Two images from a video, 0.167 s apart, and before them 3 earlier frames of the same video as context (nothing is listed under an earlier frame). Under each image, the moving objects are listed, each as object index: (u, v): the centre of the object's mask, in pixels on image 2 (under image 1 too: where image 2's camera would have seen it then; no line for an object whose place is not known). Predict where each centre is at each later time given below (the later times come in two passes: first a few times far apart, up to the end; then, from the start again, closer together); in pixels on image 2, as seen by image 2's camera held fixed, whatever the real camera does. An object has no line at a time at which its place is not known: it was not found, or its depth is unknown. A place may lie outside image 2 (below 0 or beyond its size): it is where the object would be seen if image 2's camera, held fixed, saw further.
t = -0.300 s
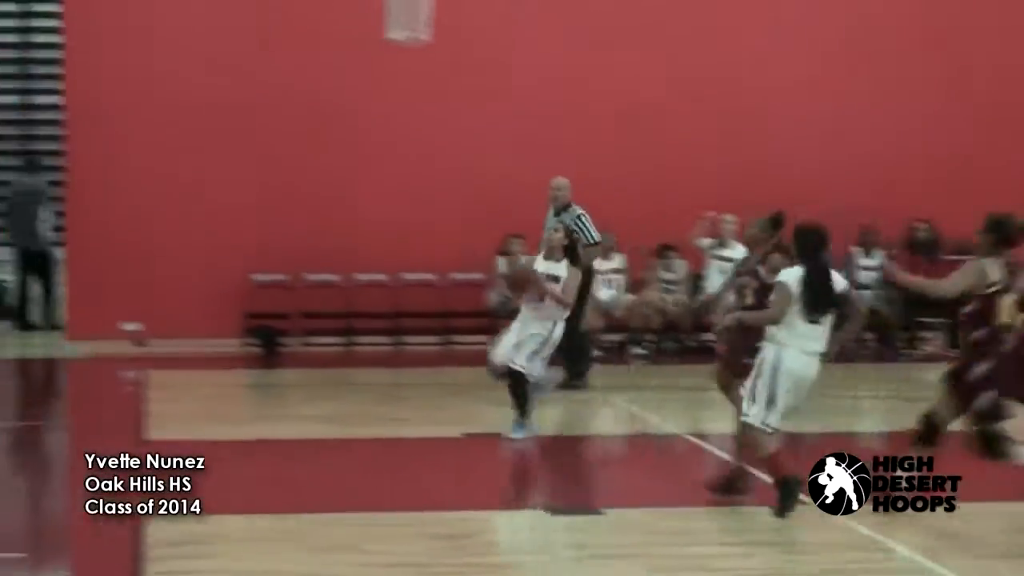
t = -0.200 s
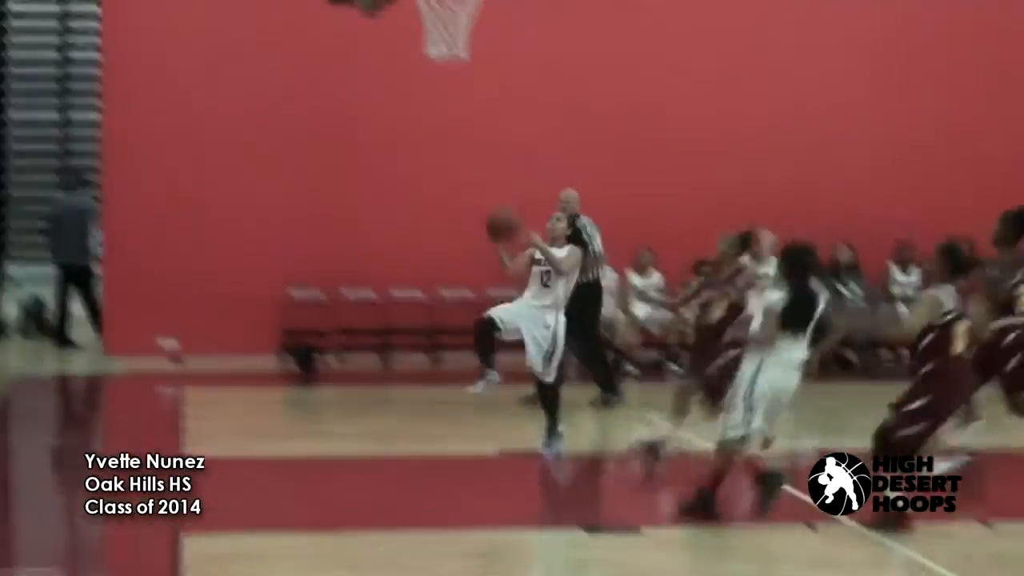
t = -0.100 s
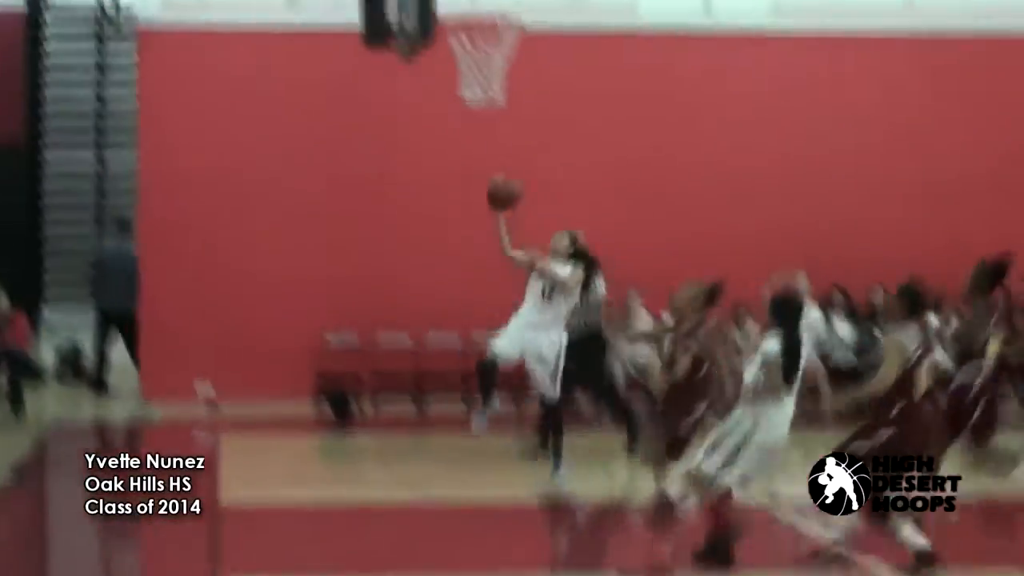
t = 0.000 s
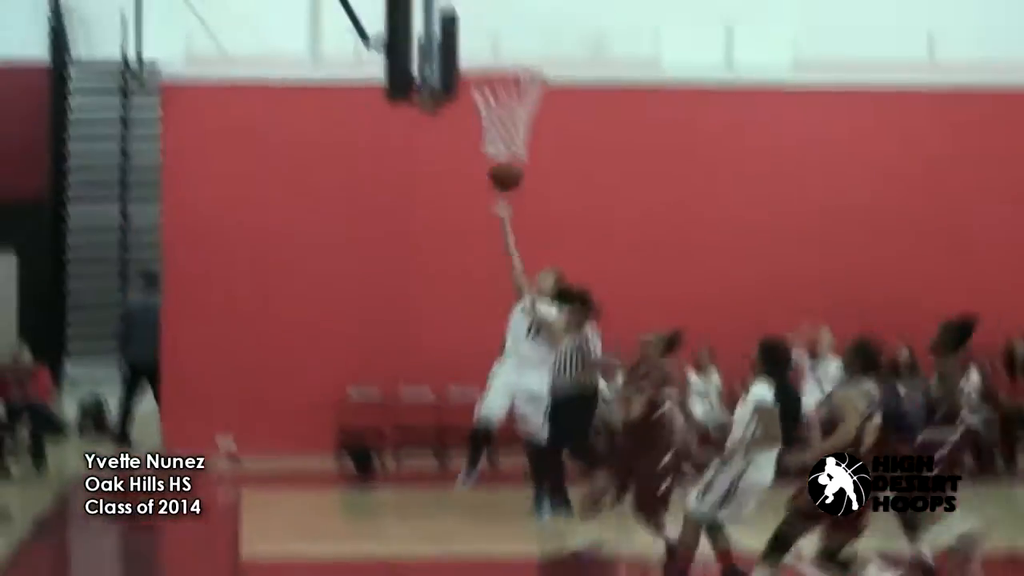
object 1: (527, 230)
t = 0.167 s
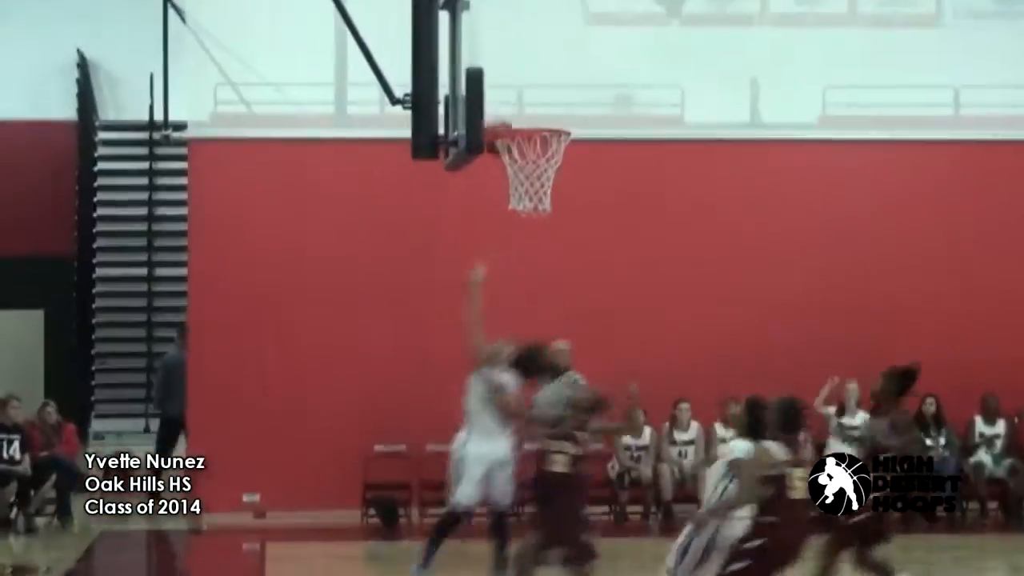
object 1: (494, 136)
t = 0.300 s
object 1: (490, 99)
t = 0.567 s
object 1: (545, 116)
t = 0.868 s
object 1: (490, 216)
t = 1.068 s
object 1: (461, 333)
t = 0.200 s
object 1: (496, 120)
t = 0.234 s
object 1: (493, 113)
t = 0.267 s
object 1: (488, 105)
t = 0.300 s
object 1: (490, 99)
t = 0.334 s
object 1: (494, 96)
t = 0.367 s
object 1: (499, 94)
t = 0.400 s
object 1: (506, 94)
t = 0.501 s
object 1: (527, 104)
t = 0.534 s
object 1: (536, 110)
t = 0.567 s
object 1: (545, 116)
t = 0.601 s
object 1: (549, 127)
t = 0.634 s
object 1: (542, 136)
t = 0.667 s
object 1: (532, 148)
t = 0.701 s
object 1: (521, 156)
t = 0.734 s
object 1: (512, 170)
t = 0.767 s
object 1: (503, 180)
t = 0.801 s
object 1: (497, 193)
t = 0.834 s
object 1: (493, 203)
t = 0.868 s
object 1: (490, 216)
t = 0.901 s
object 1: (485, 231)
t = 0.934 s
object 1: (481, 247)
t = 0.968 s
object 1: (476, 265)
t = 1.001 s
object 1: (473, 284)
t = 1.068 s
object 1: (461, 333)
